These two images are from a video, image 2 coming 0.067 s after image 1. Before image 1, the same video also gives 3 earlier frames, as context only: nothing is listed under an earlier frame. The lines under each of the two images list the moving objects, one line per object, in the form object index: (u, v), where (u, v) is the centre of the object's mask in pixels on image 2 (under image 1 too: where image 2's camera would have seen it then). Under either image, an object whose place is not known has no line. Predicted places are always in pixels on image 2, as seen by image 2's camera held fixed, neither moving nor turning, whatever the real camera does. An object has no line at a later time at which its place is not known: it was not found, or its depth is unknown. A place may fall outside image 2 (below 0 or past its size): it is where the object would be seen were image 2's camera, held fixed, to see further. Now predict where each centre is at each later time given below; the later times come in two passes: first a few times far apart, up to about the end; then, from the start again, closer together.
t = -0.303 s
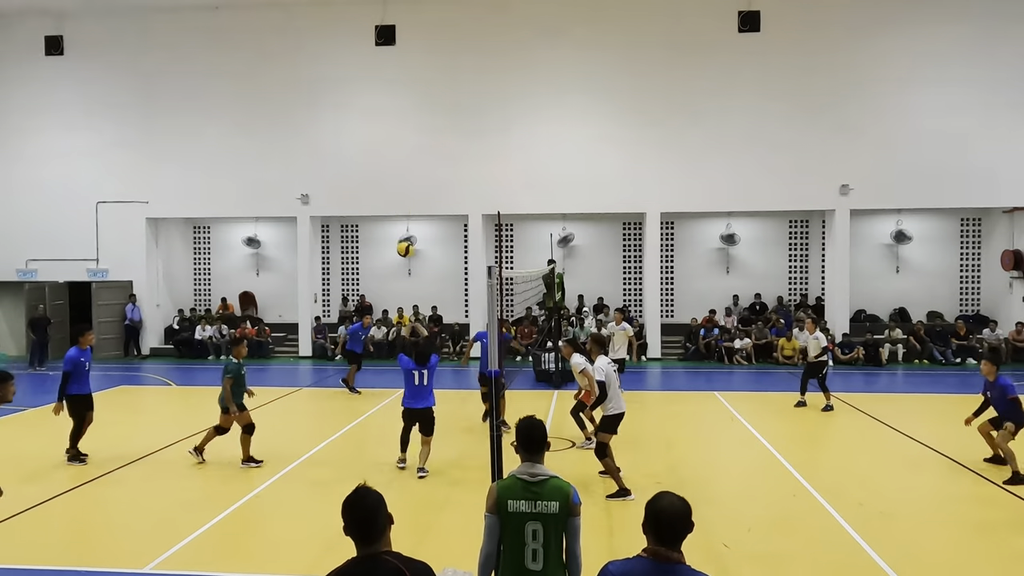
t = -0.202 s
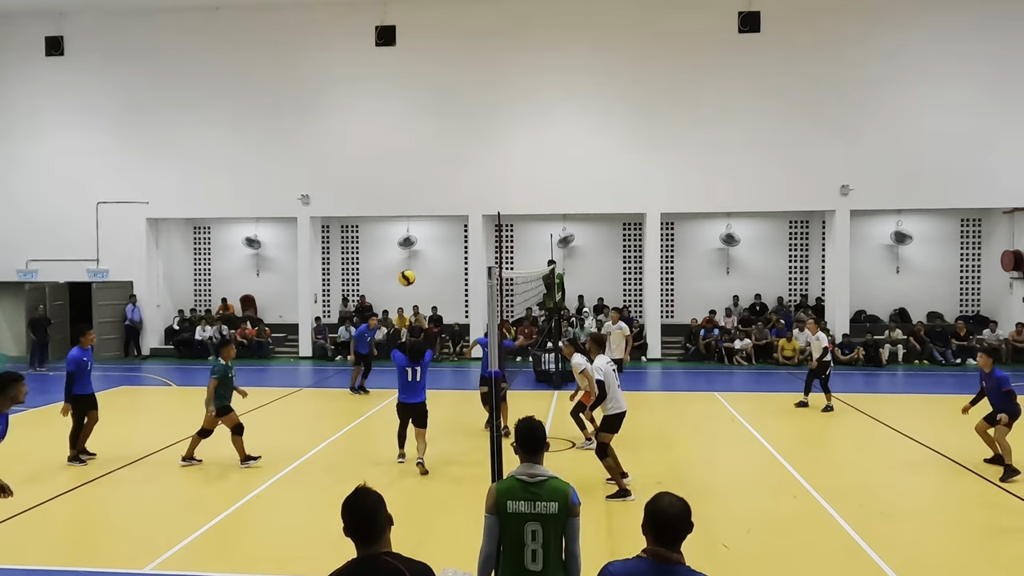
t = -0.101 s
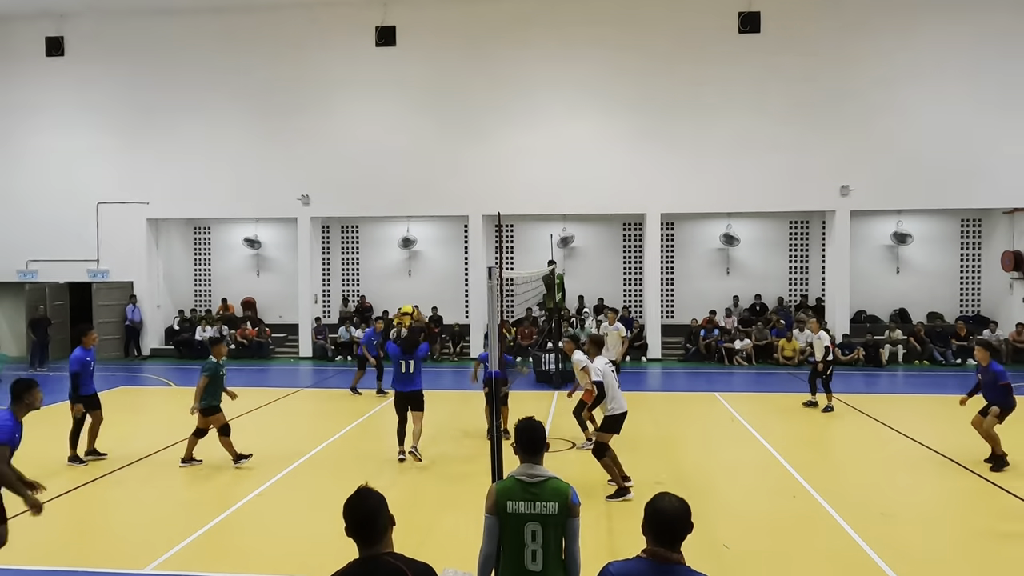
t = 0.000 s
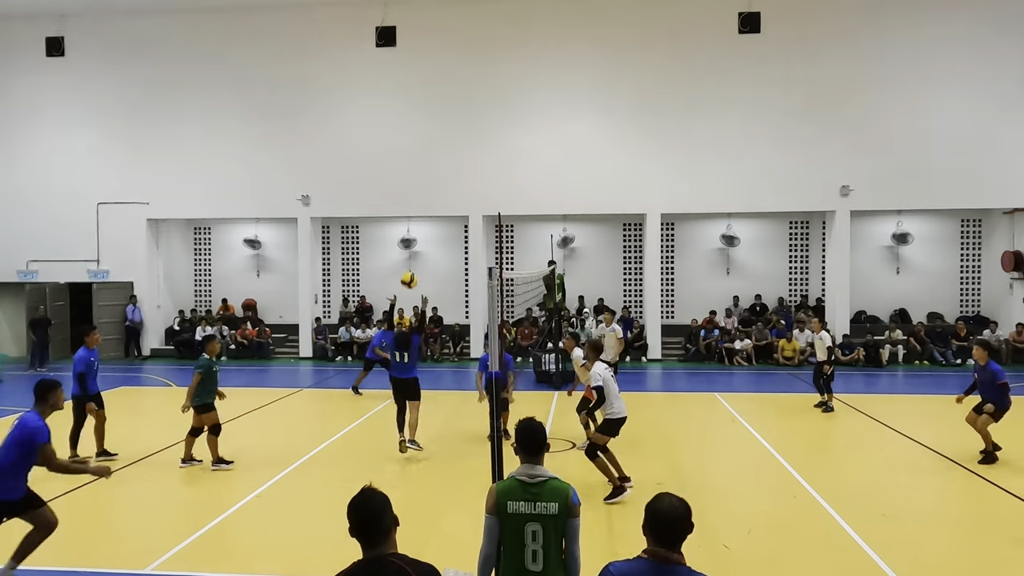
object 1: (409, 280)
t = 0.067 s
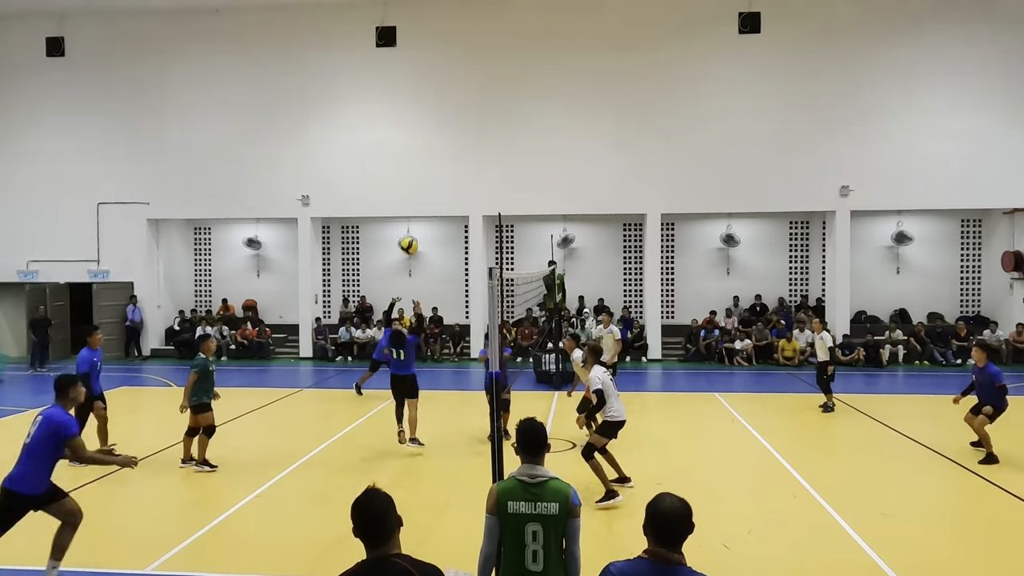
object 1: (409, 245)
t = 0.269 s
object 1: (409, 159)
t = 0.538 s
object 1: (411, 85)
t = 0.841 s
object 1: (415, 73)
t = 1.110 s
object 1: (418, 156)
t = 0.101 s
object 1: (409, 230)
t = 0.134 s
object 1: (409, 214)
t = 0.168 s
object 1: (409, 200)
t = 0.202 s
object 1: (409, 185)
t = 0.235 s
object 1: (409, 172)
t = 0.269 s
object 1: (409, 159)
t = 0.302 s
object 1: (409, 147)
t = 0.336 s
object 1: (410, 135)
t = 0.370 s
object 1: (410, 125)
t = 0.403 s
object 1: (410, 115)
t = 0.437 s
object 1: (410, 106)
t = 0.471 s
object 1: (411, 98)
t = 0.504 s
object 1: (411, 91)
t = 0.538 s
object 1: (411, 85)
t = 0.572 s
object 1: (412, 79)
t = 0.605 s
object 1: (412, 75)
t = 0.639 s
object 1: (412, 72)
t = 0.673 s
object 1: (413, 69)
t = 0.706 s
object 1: (413, 68)
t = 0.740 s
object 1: (413, 67)
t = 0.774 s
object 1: (414, 68)
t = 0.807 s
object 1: (414, 70)
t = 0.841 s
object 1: (415, 73)
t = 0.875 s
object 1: (415, 78)
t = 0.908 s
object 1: (415, 83)
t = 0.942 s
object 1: (416, 89)
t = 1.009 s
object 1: (417, 117)
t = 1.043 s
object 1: (418, 128)
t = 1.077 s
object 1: (418, 142)
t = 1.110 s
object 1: (418, 156)
